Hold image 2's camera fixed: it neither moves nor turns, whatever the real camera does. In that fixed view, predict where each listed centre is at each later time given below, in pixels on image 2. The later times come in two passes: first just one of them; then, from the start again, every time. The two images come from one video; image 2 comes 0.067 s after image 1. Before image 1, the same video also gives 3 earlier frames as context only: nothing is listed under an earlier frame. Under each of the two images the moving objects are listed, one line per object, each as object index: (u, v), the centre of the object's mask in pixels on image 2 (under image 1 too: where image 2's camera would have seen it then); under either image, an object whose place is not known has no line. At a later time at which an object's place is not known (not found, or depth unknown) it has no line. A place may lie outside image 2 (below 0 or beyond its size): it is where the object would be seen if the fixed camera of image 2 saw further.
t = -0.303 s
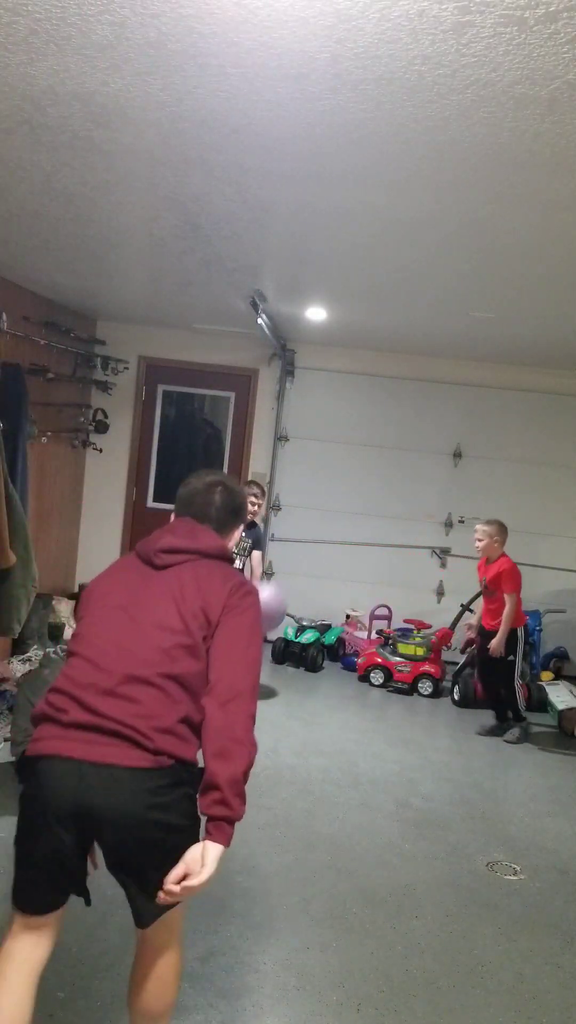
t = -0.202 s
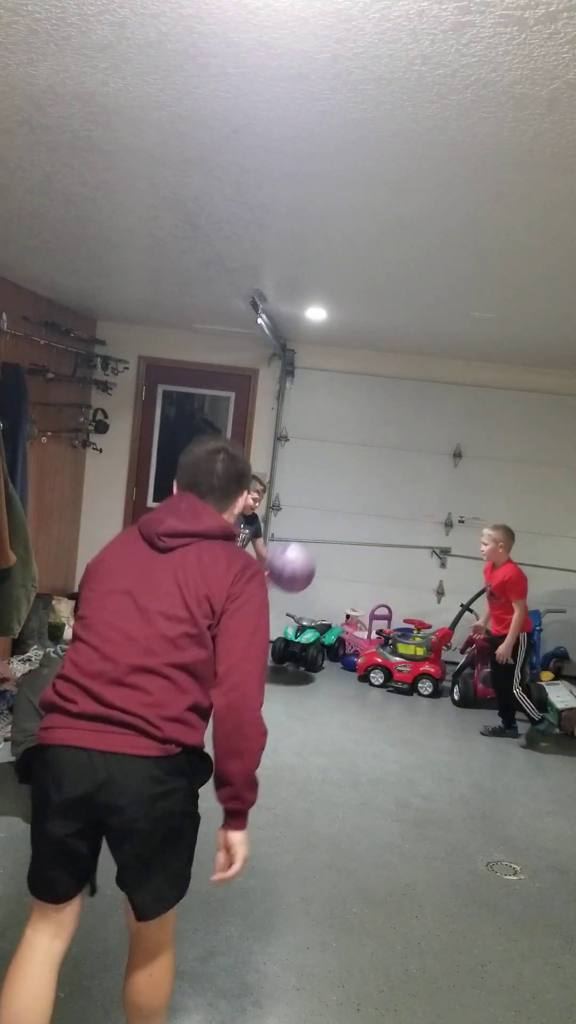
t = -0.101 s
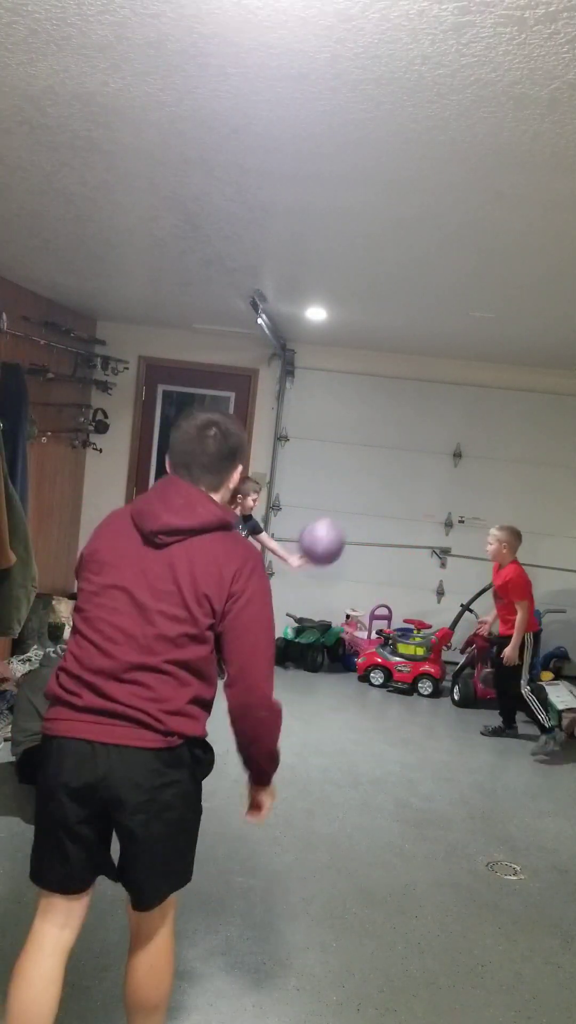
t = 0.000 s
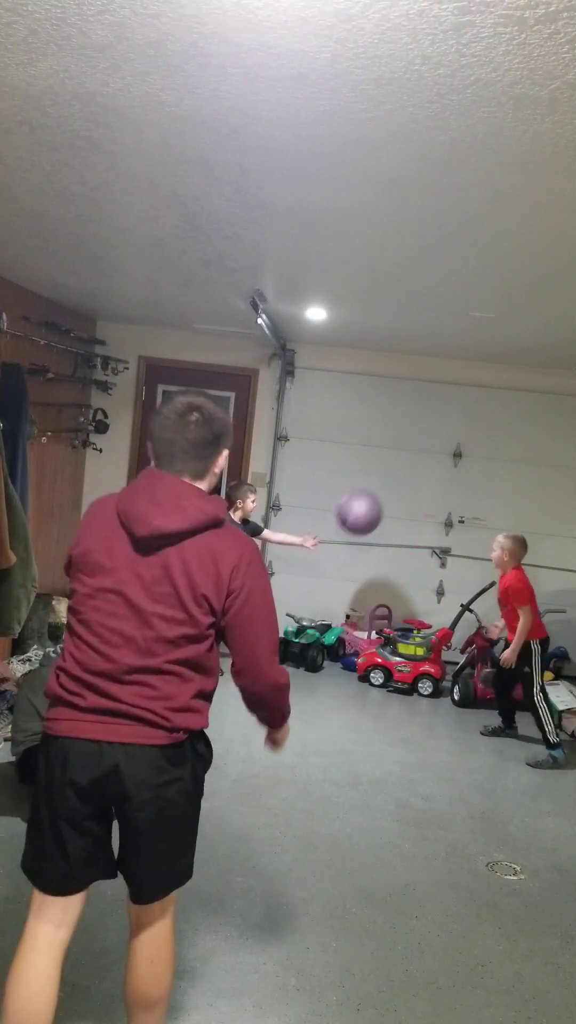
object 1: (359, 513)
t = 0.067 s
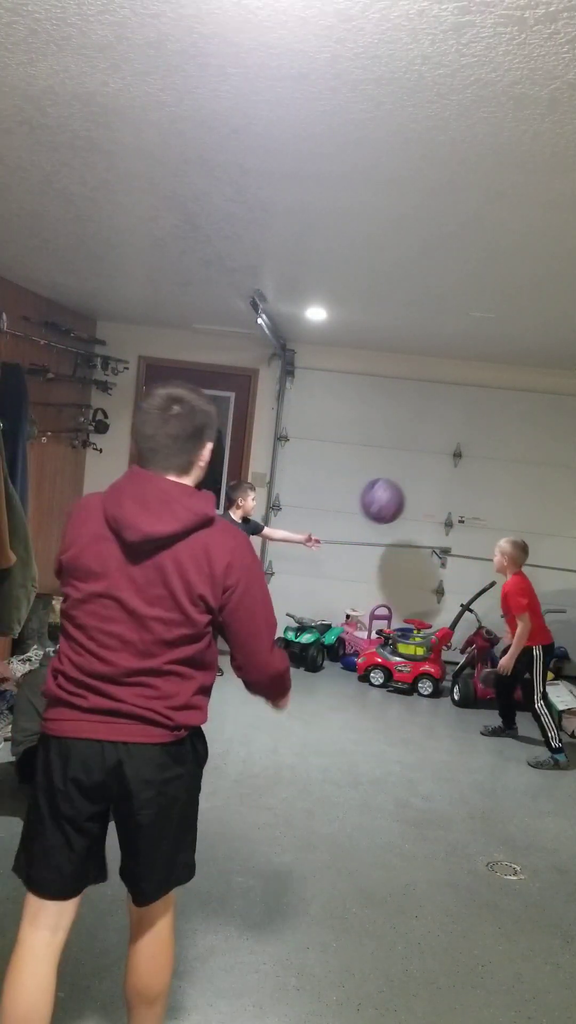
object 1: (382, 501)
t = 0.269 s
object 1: (438, 506)
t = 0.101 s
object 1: (393, 499)
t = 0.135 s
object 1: (403, 498)
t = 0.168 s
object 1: (412, 498)
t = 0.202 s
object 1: (421, 500)
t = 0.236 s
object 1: (429, 503)
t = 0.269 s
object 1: (438, 506)
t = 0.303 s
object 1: (446, 511)
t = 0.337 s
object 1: (454, 516)
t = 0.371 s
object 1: (460, 523)
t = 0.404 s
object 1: (467, 524)
